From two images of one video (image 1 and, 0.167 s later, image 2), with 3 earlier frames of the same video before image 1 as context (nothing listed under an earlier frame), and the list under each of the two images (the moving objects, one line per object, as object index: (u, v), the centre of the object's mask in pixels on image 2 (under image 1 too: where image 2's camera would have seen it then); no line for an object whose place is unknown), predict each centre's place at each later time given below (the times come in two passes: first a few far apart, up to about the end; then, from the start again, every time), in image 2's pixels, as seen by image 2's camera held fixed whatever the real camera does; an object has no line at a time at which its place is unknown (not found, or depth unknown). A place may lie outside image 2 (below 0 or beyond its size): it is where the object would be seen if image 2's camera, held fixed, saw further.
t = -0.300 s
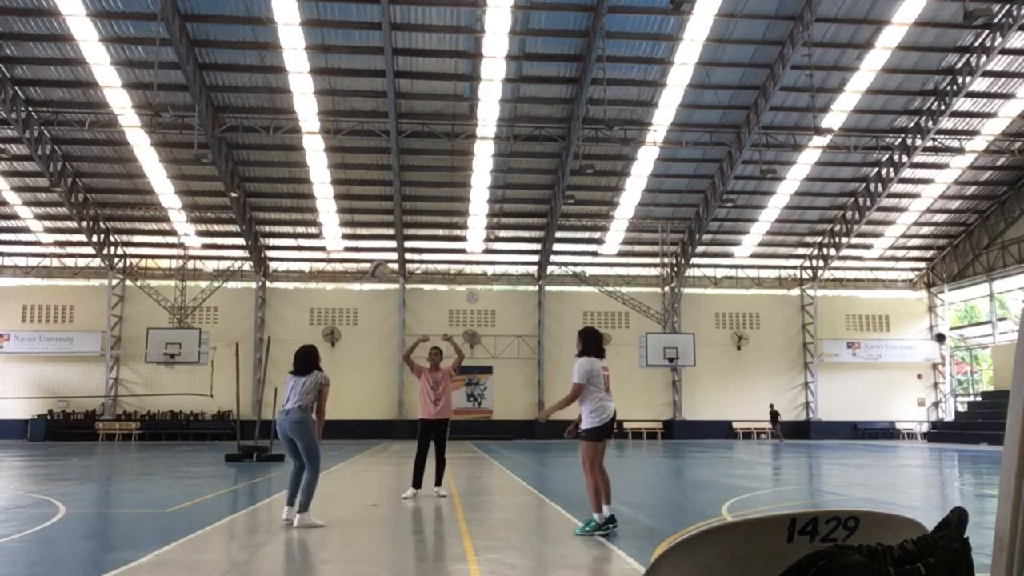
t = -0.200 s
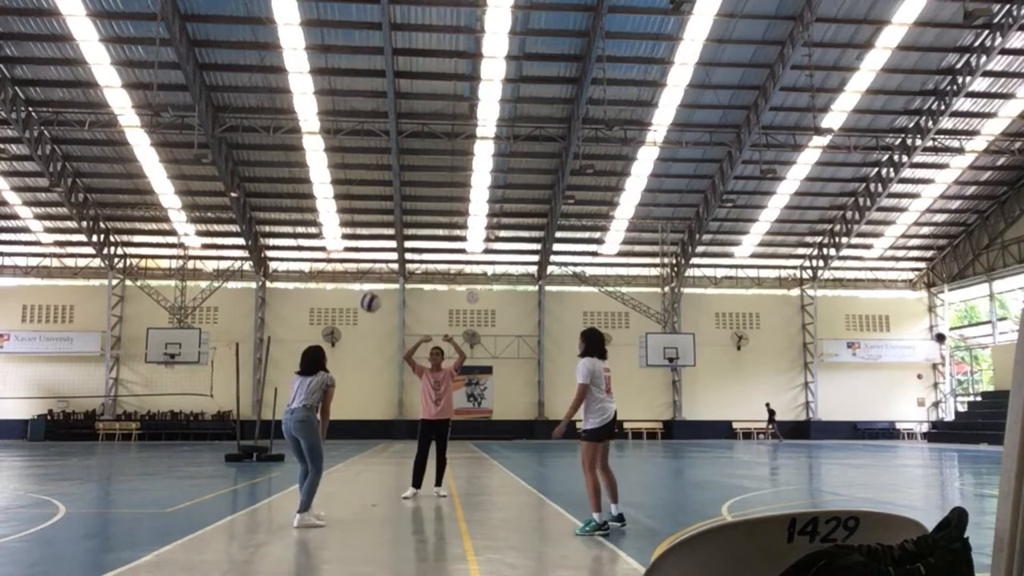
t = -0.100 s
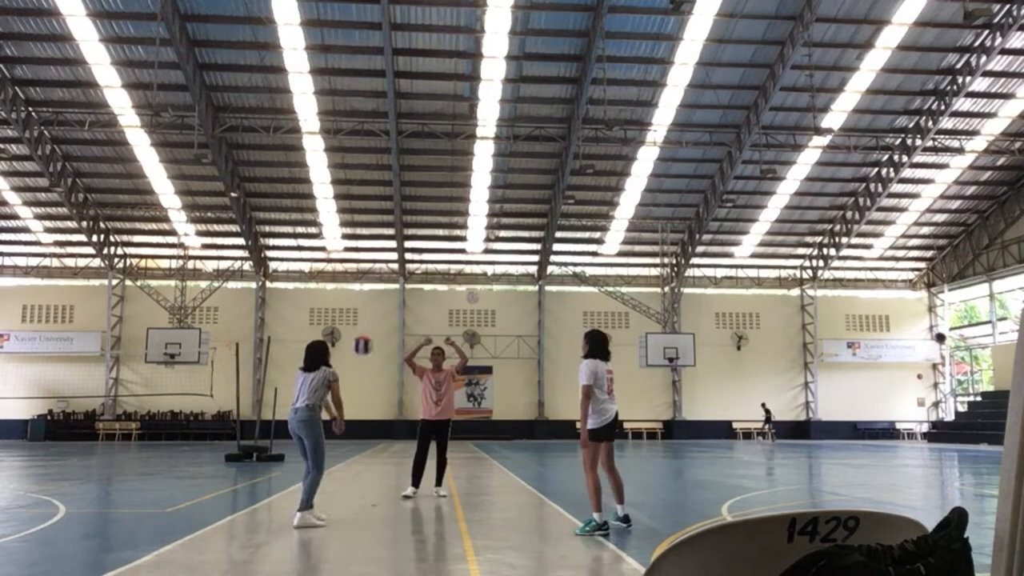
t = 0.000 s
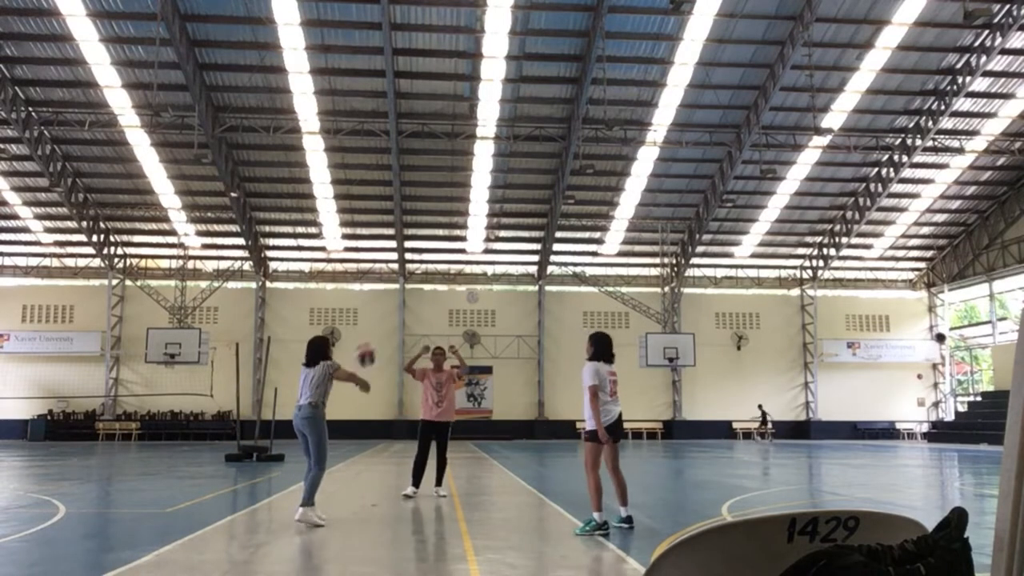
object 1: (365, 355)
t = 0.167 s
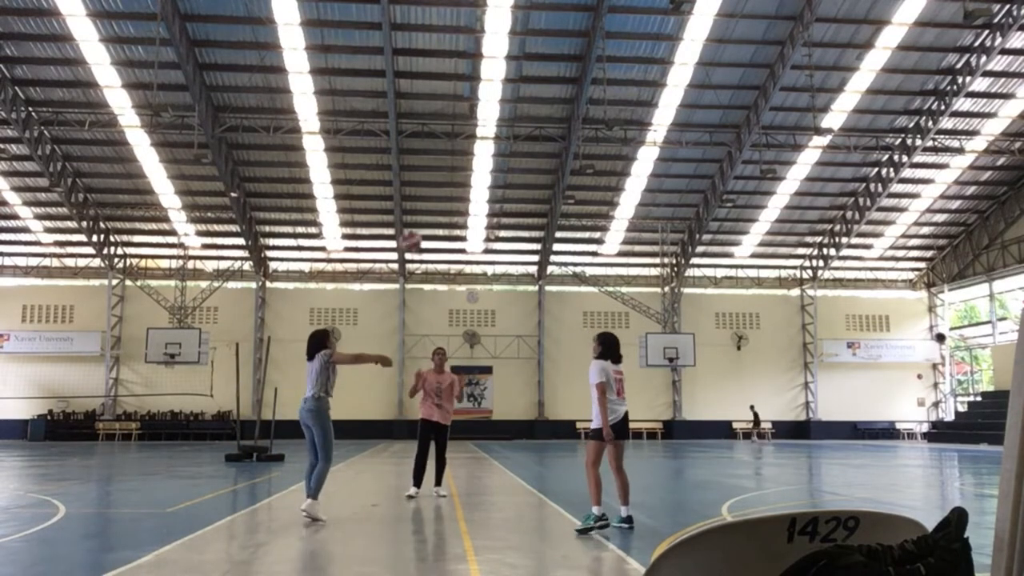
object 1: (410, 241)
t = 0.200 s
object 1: (419, 222)
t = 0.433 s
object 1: (476, 131)
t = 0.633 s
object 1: (525, 100)
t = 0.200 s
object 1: (419, 222)
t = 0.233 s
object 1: (428, 205)
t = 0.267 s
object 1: (436, 190)
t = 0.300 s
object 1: (444, 175)
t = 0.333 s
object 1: (452, 162)
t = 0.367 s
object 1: (460, 150)
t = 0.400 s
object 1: (468, 140)
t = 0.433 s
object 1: (476, 131)
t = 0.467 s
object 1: (485, 124)
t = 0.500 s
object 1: (492, 116)
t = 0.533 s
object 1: (503, 110)
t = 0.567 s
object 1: (509, 106)
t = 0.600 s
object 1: (518, 102)
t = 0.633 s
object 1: (525, 100)
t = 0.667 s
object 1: (533, 98)
